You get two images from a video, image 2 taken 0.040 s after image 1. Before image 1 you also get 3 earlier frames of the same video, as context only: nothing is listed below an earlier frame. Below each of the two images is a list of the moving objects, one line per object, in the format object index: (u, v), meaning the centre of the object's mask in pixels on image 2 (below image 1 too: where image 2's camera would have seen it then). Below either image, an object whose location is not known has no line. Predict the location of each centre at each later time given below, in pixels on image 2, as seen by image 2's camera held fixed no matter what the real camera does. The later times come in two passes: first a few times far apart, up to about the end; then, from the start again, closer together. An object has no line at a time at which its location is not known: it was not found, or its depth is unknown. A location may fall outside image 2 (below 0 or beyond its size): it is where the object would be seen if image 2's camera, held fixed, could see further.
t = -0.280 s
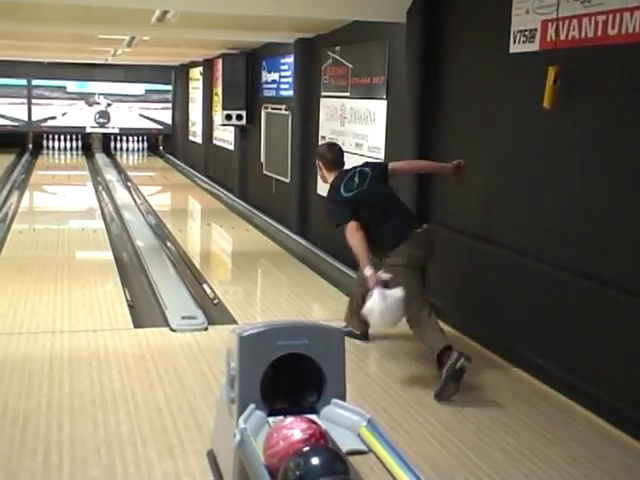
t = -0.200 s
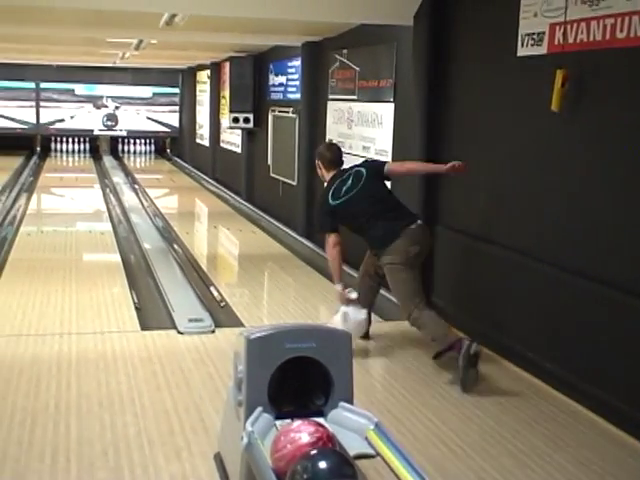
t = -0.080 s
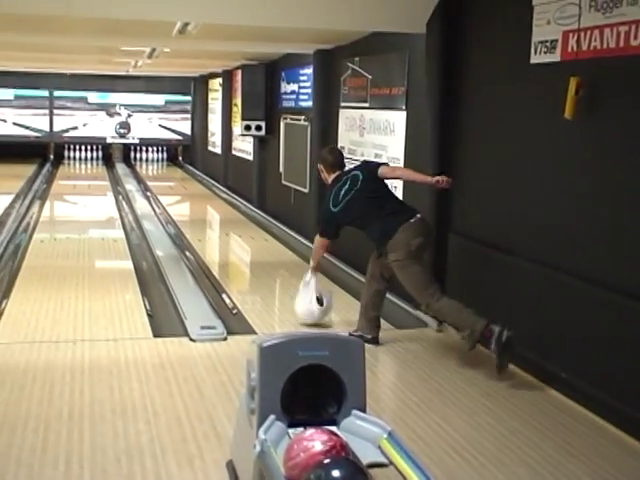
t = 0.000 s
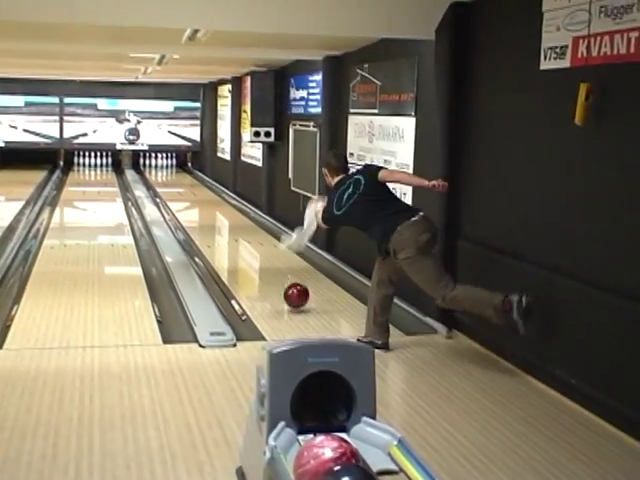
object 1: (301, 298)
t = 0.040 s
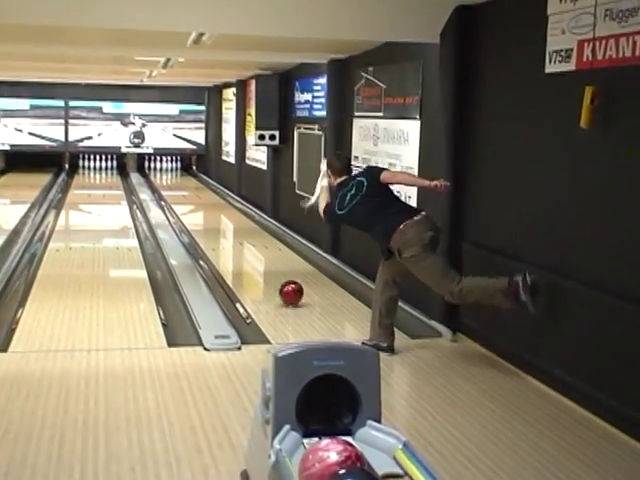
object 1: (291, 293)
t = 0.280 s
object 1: (246, 257)
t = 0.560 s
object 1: (214, 230)
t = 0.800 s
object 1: (196, 214)
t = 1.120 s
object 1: (180, 201)
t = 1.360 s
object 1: (172, 191)
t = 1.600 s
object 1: (164, 185)
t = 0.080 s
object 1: (282, 287)
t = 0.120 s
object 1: (274, 280)
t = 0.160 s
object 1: (266, 274)
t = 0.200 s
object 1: (259, 268)
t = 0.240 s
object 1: (252, 262)
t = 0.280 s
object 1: (246, 257)
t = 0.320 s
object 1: (241, 253)
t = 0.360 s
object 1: (235, 248)
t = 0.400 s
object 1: (230, 244)
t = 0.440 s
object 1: (226, 240)
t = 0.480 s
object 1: (221, 236)
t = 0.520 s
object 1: (218, 233)
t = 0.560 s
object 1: (214, 230)
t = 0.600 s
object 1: (211, 227)
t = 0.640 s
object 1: (207, 224)
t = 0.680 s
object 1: (205, 221)
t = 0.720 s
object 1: (202, 218)
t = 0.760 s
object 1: (199, 216)
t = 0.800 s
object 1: (196, 214)
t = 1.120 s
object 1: (180, 201)
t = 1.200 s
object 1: (177, 197)
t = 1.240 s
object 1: (176, 196)
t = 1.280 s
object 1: (174, 194)
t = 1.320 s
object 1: (173, 193)
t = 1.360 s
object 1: (172, 191)
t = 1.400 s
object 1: (170, 190)
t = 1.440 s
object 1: (169, 190)
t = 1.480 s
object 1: (167, 189)
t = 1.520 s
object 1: (166, 188)
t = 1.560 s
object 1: (165, 186)
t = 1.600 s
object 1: (164, 185)
